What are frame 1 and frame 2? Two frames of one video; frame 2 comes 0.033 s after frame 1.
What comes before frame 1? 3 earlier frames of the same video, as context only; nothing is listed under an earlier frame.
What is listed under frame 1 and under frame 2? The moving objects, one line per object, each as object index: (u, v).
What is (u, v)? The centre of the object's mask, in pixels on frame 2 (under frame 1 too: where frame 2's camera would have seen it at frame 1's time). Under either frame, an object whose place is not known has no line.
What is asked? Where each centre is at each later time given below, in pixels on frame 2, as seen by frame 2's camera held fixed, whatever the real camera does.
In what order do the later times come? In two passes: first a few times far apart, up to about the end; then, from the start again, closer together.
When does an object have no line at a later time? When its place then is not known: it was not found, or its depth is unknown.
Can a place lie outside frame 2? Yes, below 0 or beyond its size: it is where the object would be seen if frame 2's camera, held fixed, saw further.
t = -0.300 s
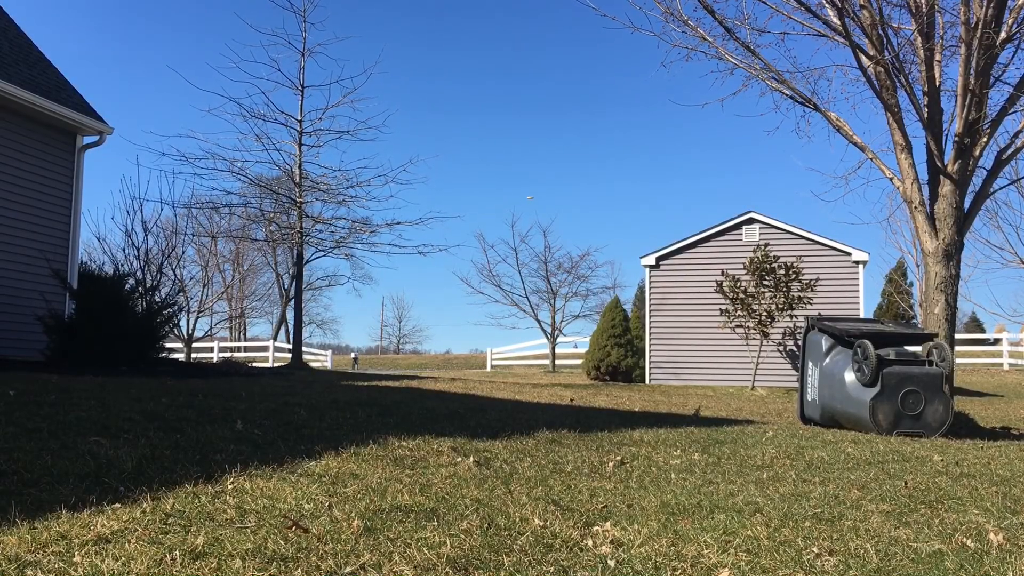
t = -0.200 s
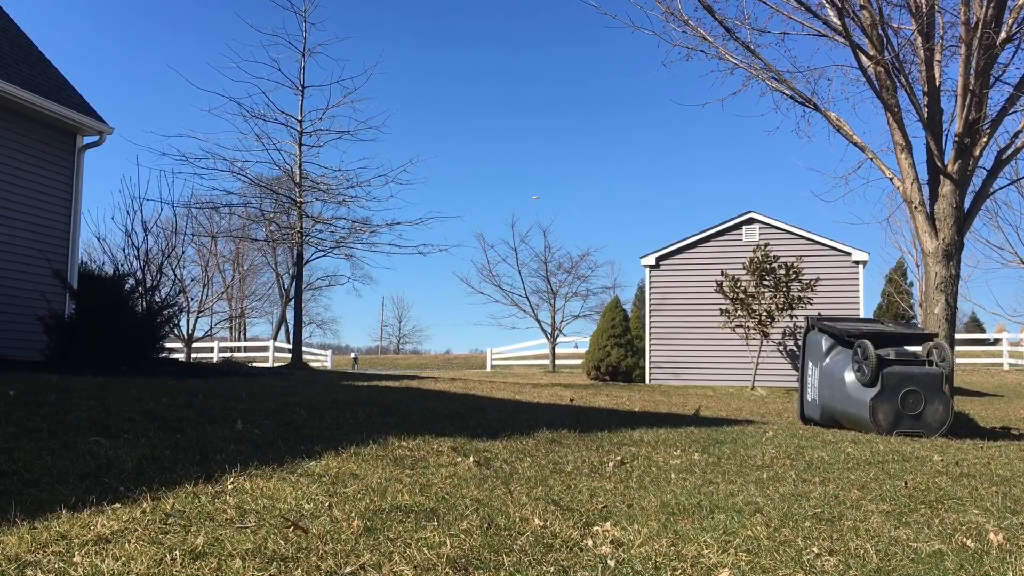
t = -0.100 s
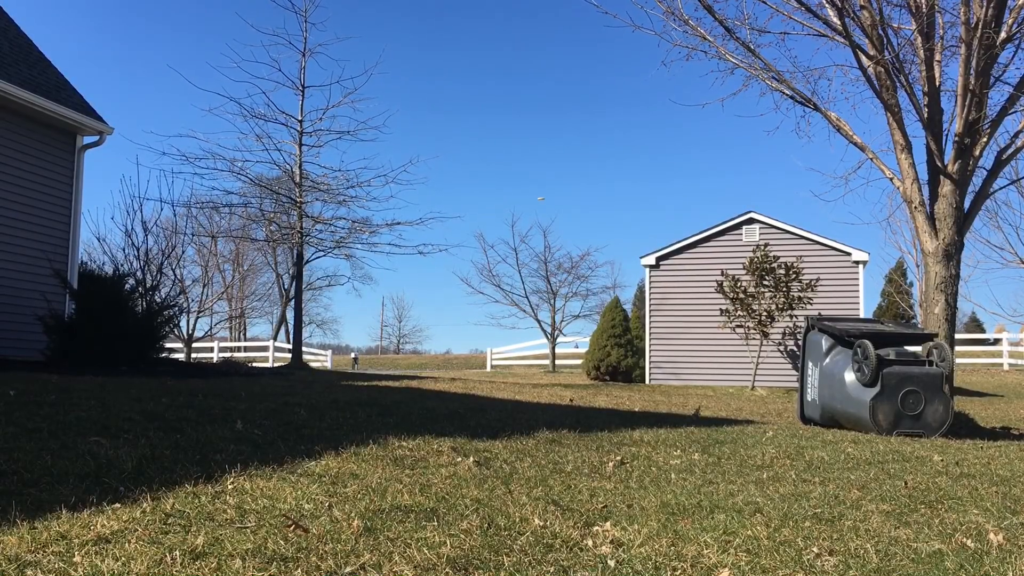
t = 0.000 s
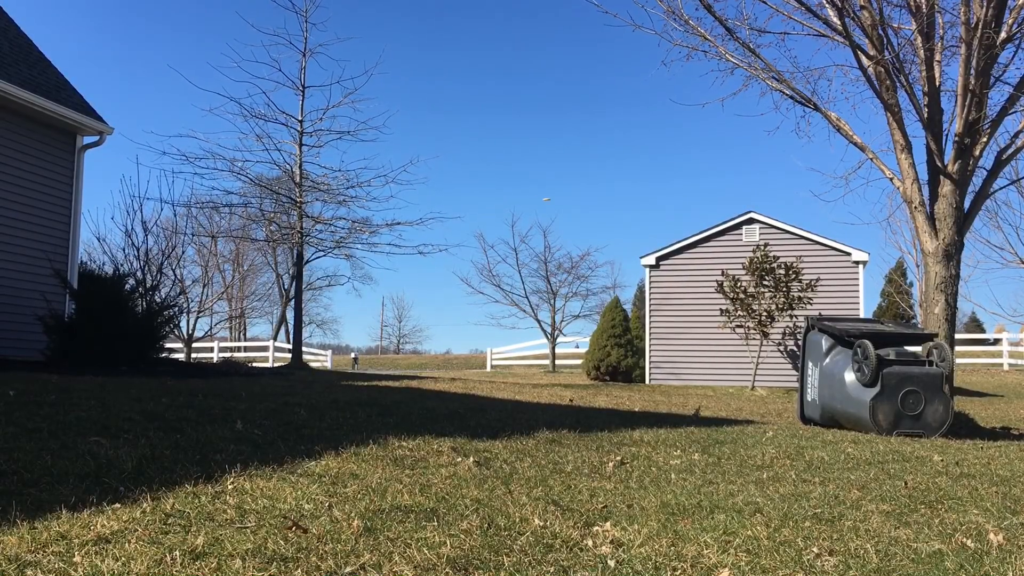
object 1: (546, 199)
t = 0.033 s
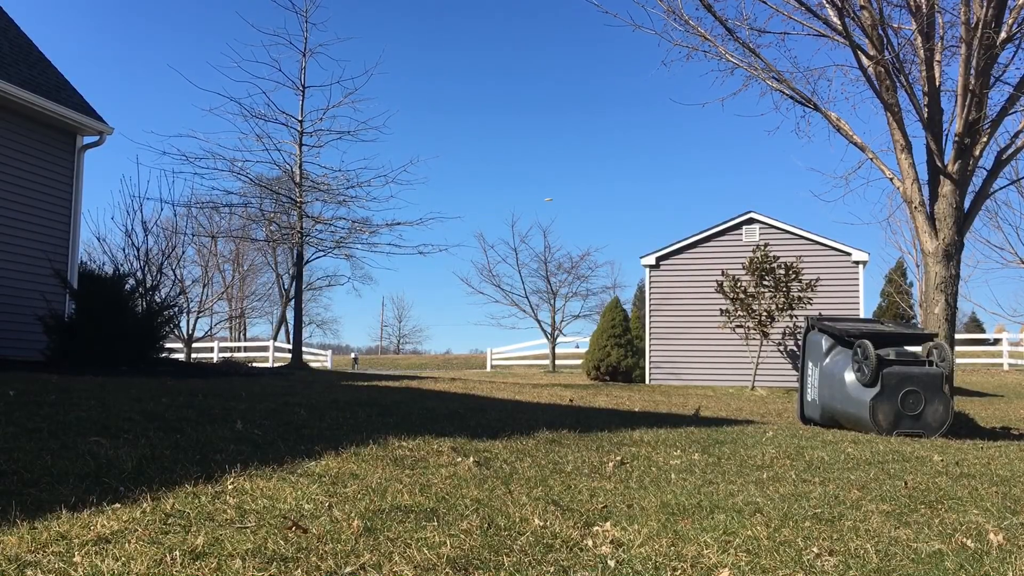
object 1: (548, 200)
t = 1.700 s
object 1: (651, 176)
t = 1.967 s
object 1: (667, 161)
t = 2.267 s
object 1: (686, 147)
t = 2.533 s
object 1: (705, 150)
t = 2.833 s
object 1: (726, 164)
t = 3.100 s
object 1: (738, 167)
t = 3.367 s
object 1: (738, 195)
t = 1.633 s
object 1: (646, 179)
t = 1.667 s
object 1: (648, 178)
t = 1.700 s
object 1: (651, 176)
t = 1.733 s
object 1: (653, 174)
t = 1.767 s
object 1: (655, 173)
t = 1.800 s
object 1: (657, 171)
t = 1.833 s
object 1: (659, 170)
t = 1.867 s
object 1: (661, 167)
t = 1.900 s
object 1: (663, 165)
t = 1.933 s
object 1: (665, 163)
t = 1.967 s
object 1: (667, 161)
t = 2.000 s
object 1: (669, 159)
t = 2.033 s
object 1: (671, 157)
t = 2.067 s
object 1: (673, 155)
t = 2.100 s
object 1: (675, 153)
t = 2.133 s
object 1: (677, 151)
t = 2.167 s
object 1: (680, 150)
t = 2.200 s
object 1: (682, 148)
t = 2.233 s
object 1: (684, 147)
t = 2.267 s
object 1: (686, 147)
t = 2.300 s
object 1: (688, 146)
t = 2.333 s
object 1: (691, 146)
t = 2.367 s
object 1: (693, 146)
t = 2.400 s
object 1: (696, 146)
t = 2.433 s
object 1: (699, 146)
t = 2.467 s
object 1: (701, 147)
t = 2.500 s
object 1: (703, 148)
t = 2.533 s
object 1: (705, 150)
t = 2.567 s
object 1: (708, 151)
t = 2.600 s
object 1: (710, 153)
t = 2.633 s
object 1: (713, 155)
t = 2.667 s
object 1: (716, 156)
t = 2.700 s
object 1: (718, 158)
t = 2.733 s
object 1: (720, 160)
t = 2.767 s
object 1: (722, 162)
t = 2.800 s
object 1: (724, 163)
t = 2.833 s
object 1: (726, 164)
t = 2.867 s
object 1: (728, 165)
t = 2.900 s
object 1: (730, 167)
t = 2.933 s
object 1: (731, 167)
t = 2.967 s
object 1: (733, 168)
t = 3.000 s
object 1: (734, 167)
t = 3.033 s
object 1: (736, 167)
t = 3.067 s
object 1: (737, 166)
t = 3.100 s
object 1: (738, 167)
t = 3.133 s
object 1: (739, 167)
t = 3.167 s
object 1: (739, 168)
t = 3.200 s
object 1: (740, 171)
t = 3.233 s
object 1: (740, 173)
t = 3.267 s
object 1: (741, 177)
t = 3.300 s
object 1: (741, 182)
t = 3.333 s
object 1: (739, 188)
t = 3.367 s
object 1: (738, 195)
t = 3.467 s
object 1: (731, 225)
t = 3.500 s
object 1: (724, 239)
